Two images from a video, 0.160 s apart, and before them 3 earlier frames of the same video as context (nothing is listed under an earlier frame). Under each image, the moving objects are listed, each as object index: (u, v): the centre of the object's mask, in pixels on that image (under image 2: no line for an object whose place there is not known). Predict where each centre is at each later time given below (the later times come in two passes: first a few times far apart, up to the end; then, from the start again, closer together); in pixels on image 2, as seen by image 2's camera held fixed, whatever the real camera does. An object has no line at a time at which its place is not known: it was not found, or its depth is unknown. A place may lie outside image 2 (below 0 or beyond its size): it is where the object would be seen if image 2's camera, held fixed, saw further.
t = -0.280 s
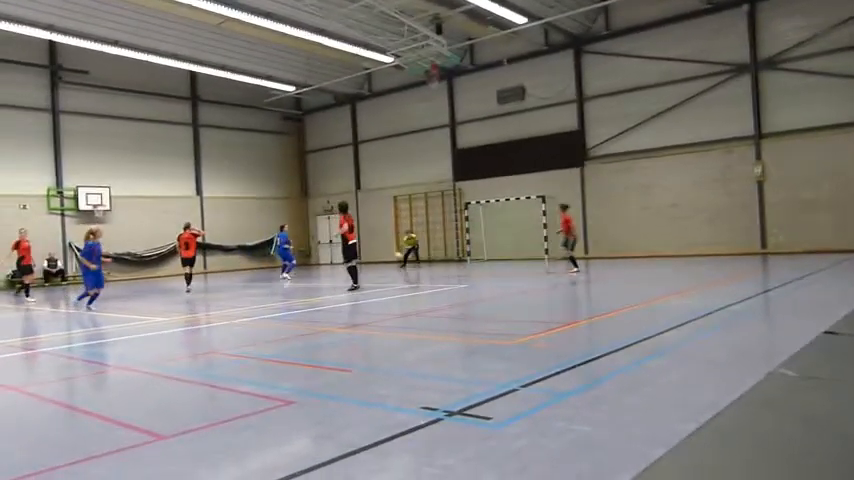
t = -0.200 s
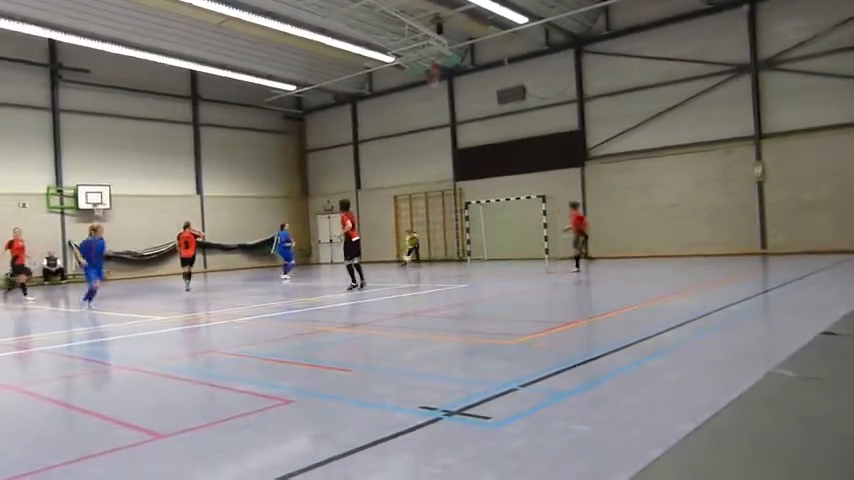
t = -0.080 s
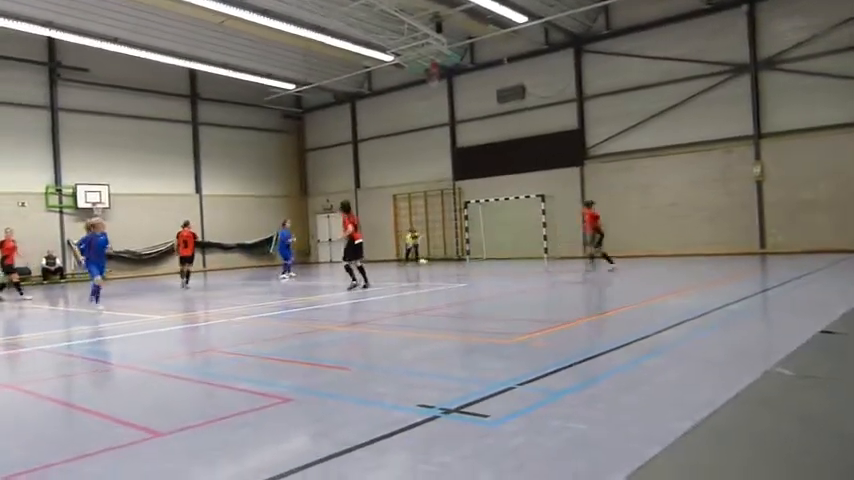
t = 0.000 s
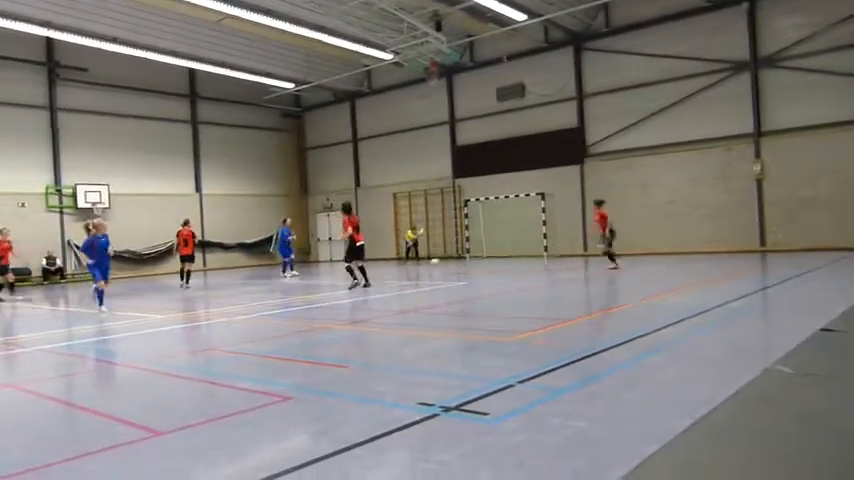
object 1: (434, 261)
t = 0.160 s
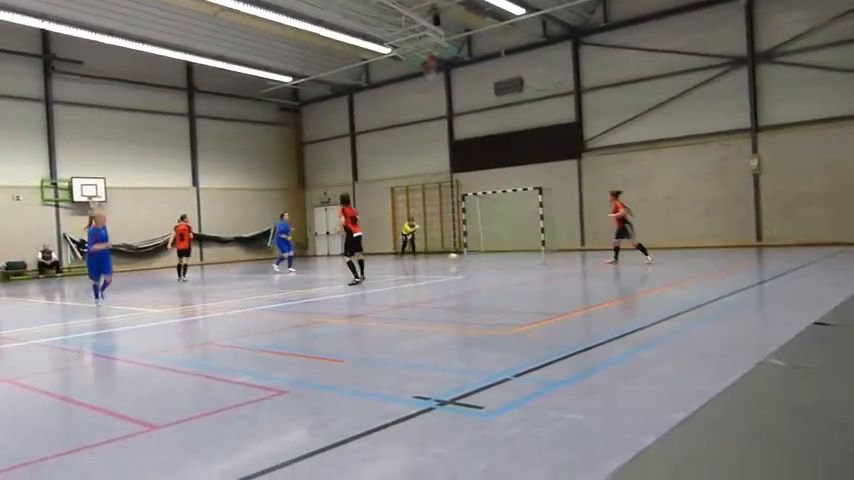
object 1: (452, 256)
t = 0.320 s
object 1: (473, 258)
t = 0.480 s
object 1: (495, 259)
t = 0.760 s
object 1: (537, 260)
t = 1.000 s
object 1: (578, 262)
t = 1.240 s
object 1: (626, 264)
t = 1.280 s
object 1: (635, 264)
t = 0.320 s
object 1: (473, 258)
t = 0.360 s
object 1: (480, 257)
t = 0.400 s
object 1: (483, 257)
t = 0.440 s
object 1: (490, 258)
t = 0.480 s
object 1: (495, 259)
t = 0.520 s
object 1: (500, 259)
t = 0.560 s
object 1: (506, 259)
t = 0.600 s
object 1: (512, 259)
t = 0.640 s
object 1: (518, 259)
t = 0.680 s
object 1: (524, 260)
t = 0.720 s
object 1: (530, 260)
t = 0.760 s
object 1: (537, 260)
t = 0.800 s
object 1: (543, 260)
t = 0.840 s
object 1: (550, 261)
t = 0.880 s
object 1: (557, 261)
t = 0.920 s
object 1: (563, 261)
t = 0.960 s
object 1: (571, 261)
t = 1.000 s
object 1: (578, 262)
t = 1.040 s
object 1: (586, 262)
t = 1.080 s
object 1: (593, 262)
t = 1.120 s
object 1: (601, 263)
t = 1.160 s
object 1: (610, 263)
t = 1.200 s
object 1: (617, 263)
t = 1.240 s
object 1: (626, 264)
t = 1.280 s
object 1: (635, 264)
